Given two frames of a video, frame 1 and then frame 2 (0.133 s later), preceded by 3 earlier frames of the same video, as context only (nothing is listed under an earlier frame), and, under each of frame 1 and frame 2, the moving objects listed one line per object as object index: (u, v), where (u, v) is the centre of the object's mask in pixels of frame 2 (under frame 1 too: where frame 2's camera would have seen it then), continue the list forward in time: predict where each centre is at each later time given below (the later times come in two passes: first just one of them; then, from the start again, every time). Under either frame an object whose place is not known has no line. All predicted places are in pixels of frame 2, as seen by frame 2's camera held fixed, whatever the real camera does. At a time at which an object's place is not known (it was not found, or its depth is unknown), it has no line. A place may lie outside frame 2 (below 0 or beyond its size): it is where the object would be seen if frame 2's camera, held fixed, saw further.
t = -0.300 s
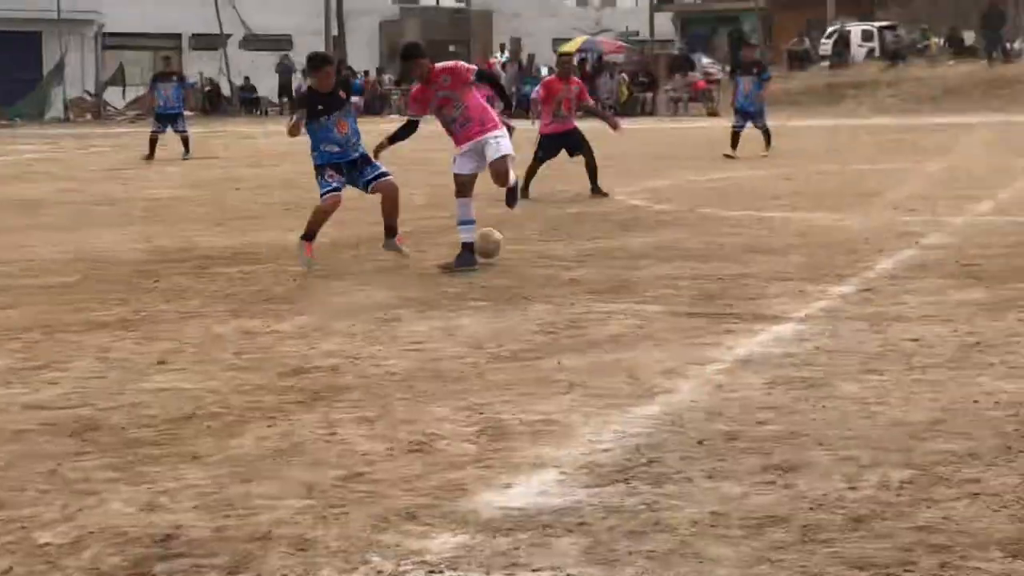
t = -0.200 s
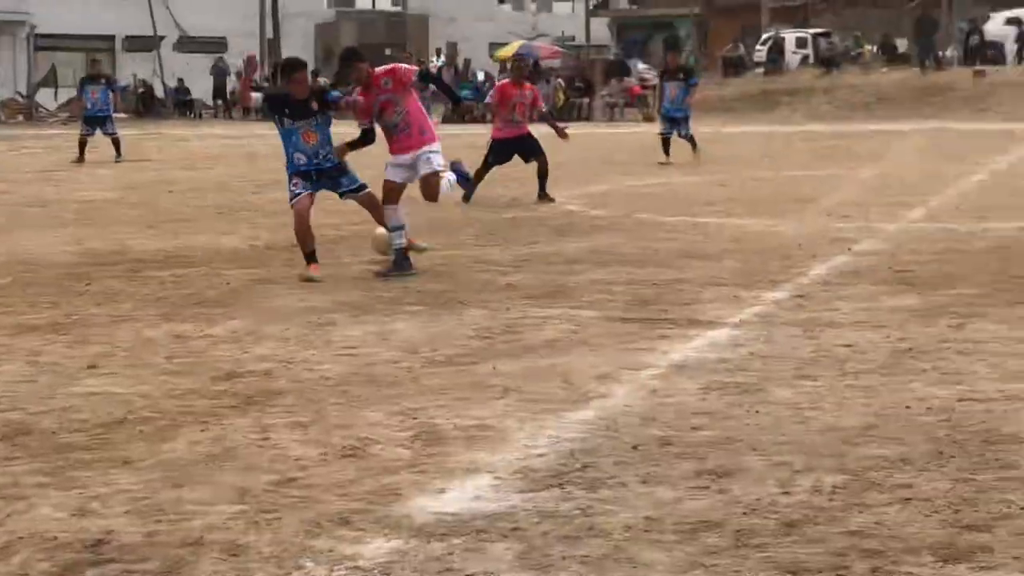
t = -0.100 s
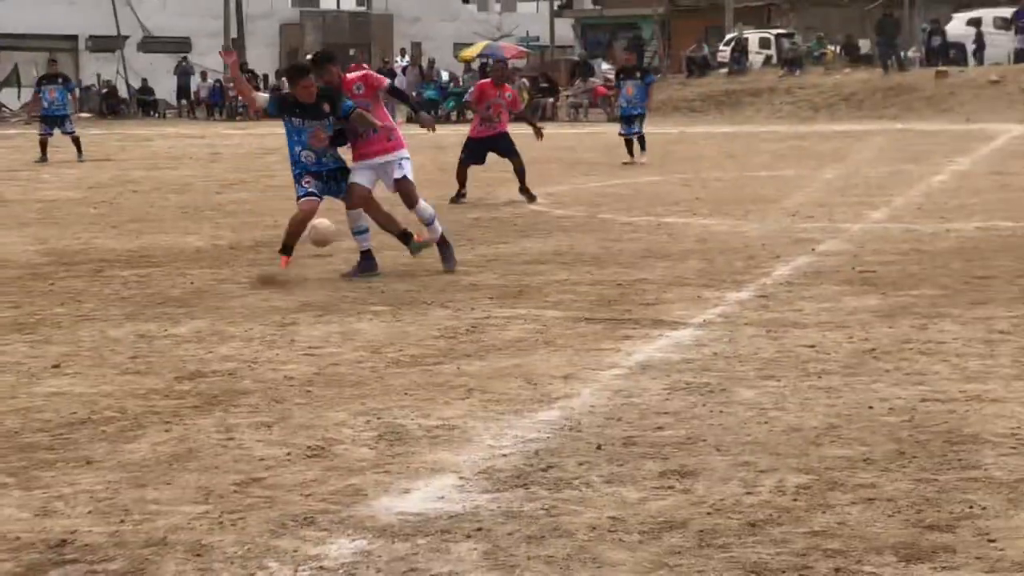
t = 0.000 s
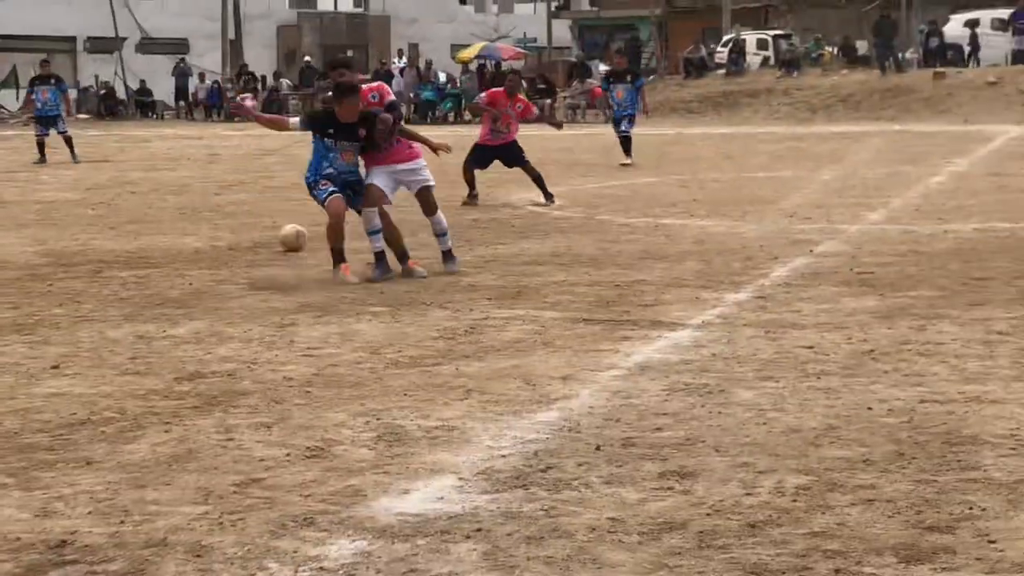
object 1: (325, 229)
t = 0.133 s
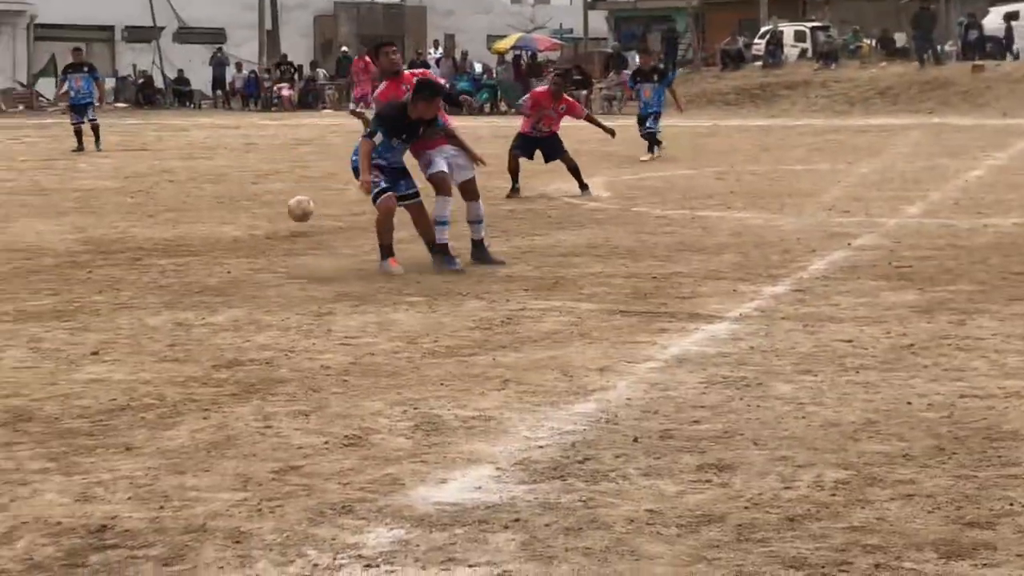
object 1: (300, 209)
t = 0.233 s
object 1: (284, 208)
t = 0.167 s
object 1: (294, 208)
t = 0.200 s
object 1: (288, 208)
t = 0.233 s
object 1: (284, 208)
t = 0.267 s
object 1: (278, 212)
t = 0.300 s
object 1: (273, 214)
